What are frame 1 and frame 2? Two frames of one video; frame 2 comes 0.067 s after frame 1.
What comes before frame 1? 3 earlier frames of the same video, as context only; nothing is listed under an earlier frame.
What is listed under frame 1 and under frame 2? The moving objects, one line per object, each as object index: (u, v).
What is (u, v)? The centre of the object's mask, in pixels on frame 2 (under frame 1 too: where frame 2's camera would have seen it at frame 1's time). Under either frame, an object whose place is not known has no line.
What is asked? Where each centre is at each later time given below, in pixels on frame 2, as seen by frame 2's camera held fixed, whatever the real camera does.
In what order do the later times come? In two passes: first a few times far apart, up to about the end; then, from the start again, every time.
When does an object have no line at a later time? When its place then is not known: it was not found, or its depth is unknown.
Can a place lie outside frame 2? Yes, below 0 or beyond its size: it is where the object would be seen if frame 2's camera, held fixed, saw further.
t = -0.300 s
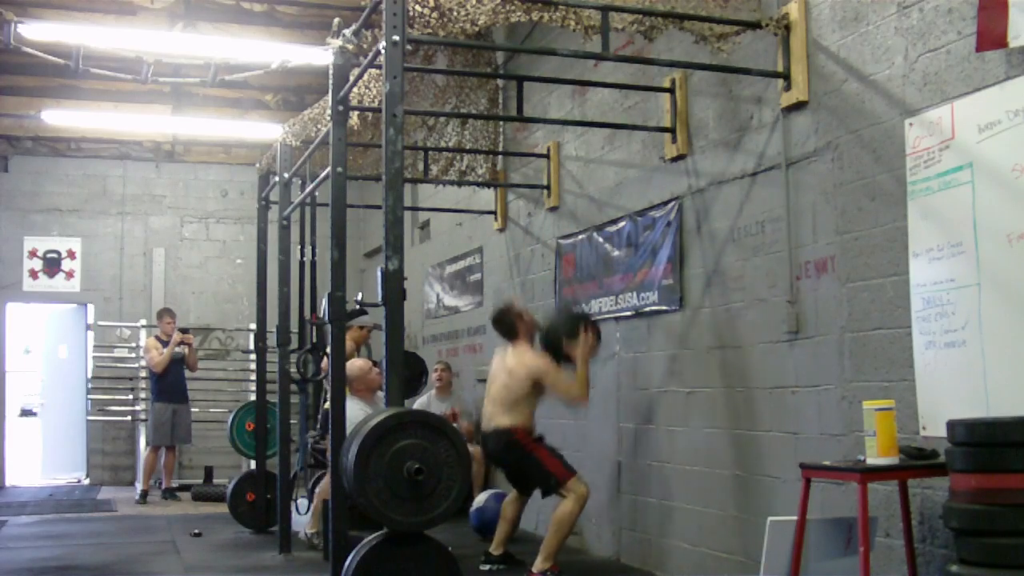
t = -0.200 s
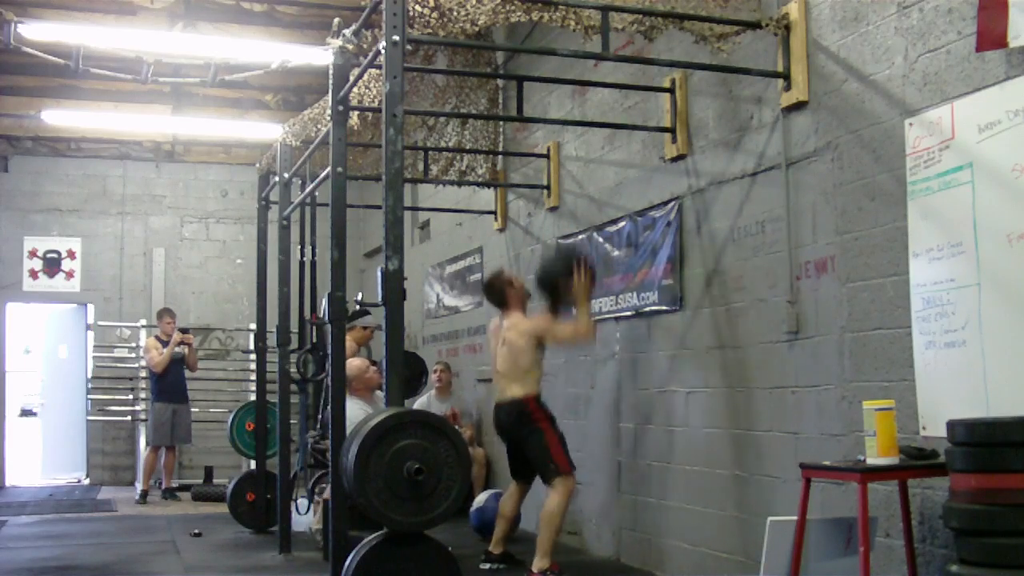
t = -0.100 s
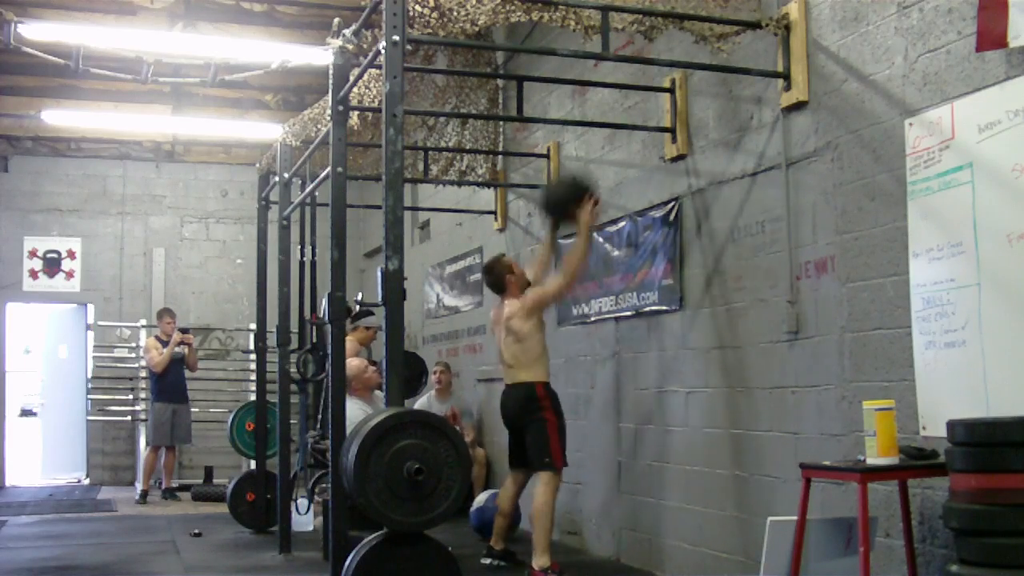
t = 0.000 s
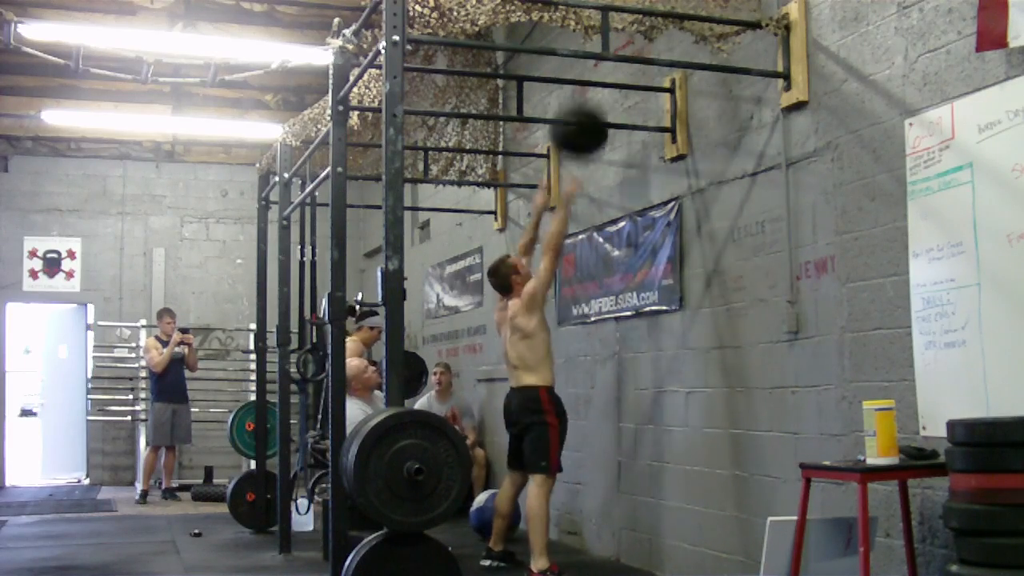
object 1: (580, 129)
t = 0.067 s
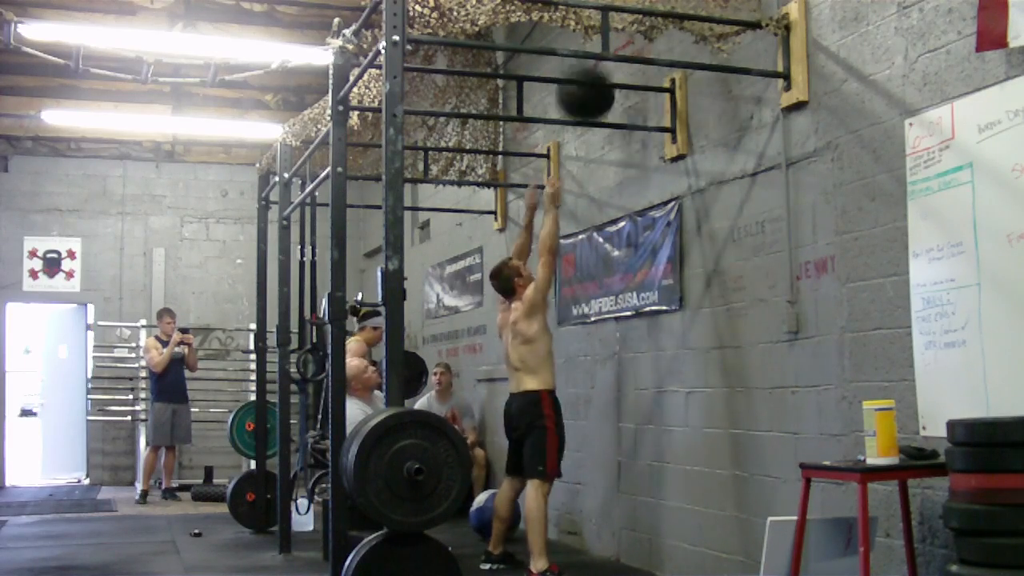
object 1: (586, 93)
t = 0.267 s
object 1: (612, 43)
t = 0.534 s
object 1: (597, 48)
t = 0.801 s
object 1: (583, 174)
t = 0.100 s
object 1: (588, 78)
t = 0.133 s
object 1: (591, 65)
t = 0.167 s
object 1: (594, 58)
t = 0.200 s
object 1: (599, 50)
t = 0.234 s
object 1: (600, 43)
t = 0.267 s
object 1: (612, 43)
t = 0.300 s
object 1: (613, 41)
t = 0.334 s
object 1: (613, 40)
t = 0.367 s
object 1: (612, 40)
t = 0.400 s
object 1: (611, 40)
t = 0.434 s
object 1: (610, 41)
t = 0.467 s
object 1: (600, 42)
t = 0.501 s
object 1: (599, 43)
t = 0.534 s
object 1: (597, 48)
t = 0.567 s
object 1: (594, 54)
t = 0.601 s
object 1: (592, 62)
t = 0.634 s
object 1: (591, 75)
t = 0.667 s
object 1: (589, 89)
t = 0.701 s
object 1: (587, 109)
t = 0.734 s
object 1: (585, 127)
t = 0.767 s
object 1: (584, 152)
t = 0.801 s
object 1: (583, 174)
